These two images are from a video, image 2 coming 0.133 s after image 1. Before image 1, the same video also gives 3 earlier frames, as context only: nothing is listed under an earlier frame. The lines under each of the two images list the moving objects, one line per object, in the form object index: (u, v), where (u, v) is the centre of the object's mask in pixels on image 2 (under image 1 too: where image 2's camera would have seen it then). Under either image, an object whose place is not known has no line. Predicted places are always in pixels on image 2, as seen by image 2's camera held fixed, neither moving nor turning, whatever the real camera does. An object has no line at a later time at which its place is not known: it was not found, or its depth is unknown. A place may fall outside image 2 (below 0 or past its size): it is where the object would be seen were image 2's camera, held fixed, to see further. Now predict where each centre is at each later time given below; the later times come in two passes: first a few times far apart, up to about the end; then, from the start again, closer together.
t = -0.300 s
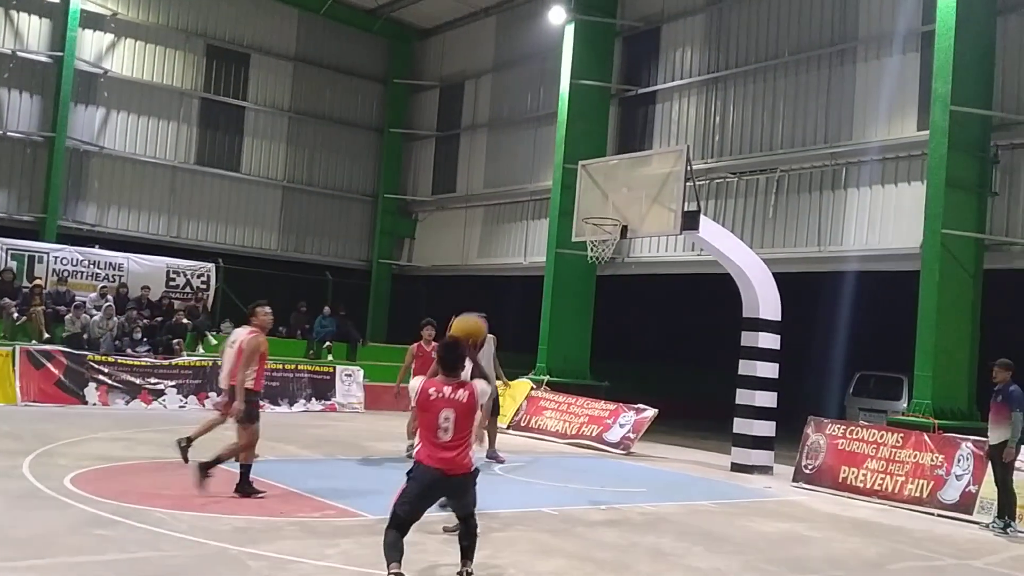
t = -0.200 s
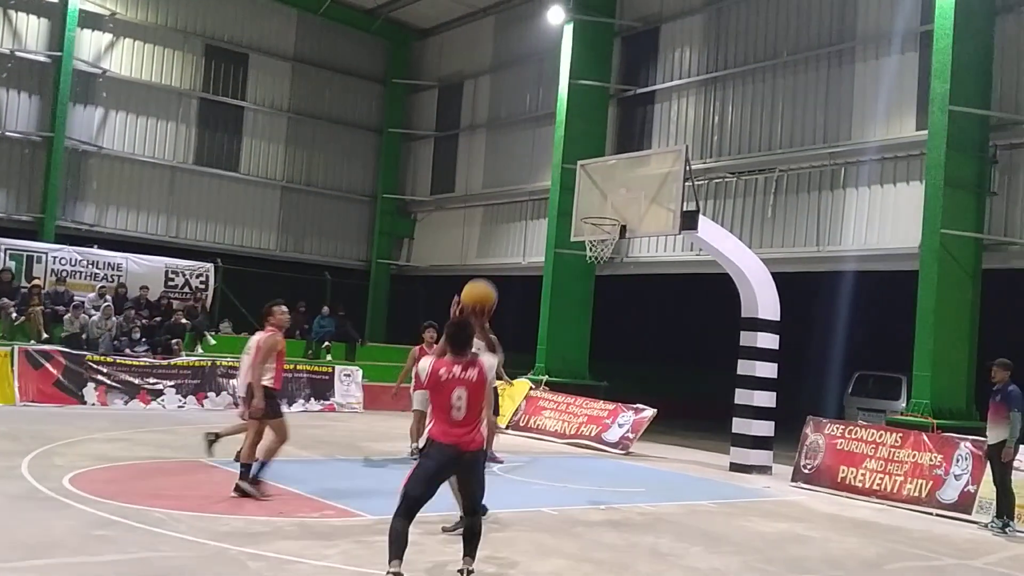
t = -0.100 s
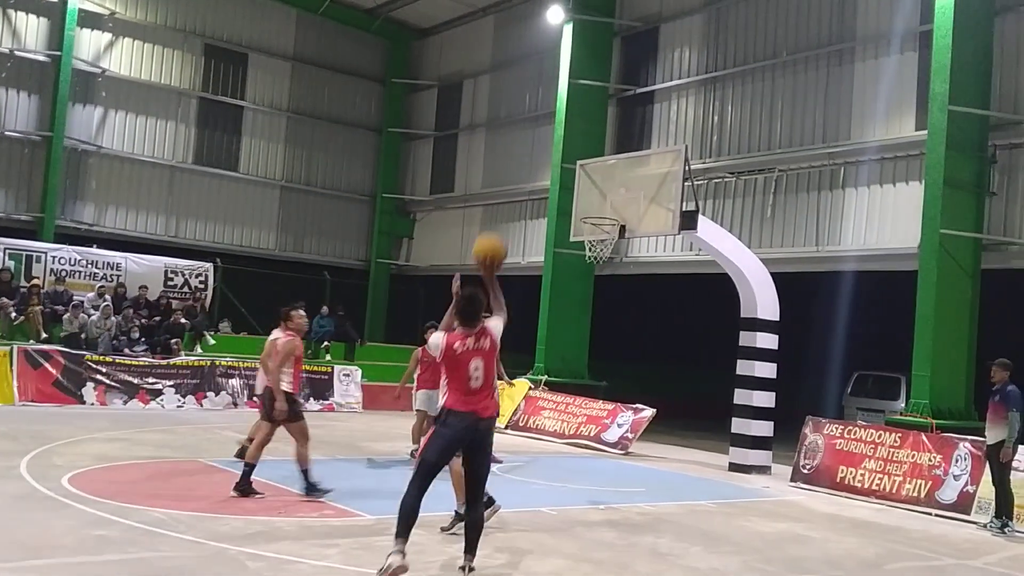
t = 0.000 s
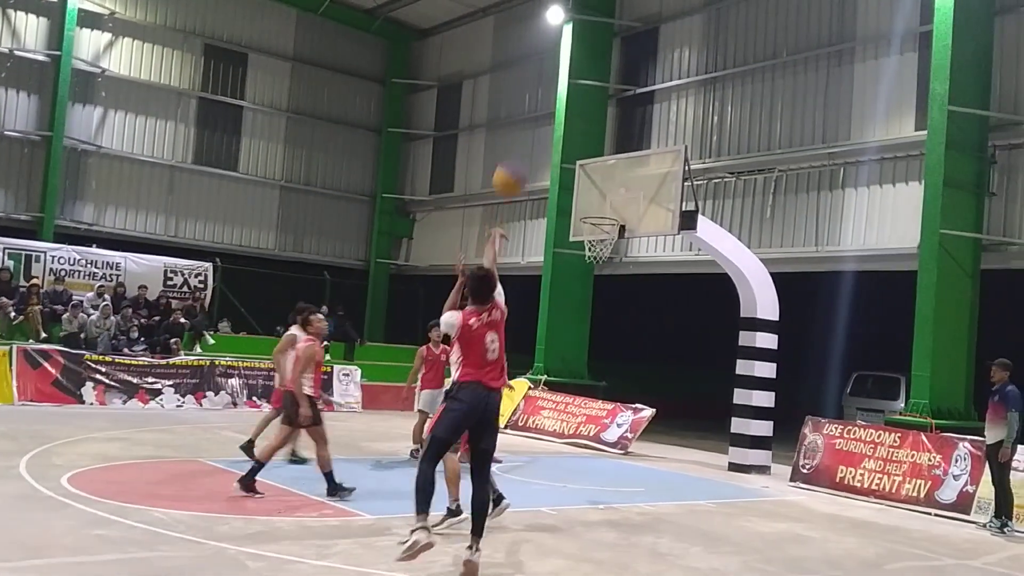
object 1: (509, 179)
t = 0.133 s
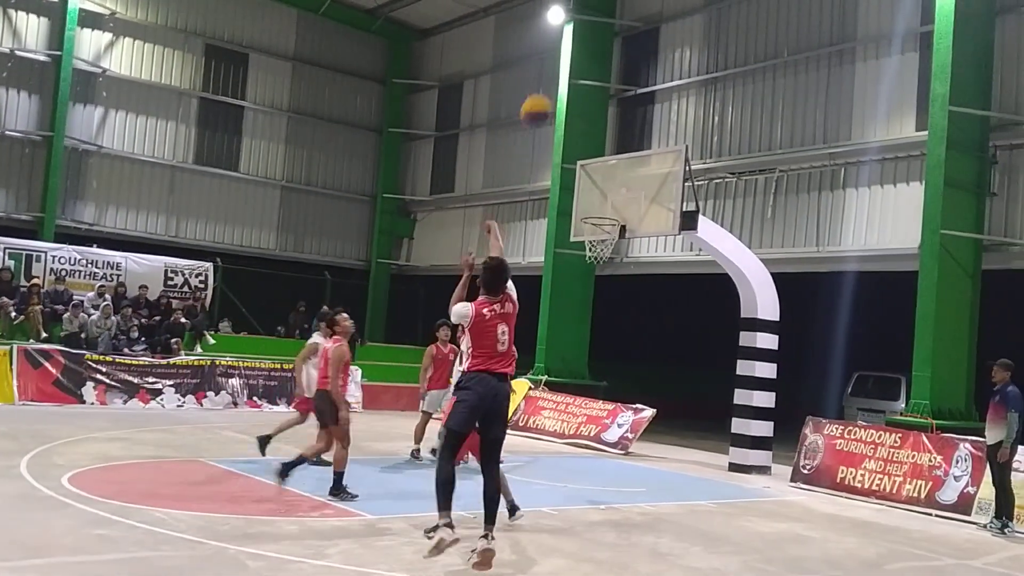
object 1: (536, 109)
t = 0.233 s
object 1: (550, 81)
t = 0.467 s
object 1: (578, 61)
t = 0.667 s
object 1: (592, 88)
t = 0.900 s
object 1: (602, 153)
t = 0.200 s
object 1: (546, 90)
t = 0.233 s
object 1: (550, 81)
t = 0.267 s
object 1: (554, 74)
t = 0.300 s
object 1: (559, 68)
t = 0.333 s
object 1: (564, 63)
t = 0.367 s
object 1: (567, 61)
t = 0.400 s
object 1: (571, 59)
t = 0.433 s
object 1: (575, 60)
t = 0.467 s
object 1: (578, 61)
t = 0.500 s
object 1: (581, 62)
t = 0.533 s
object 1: (583, 65)
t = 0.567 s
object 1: (585, 69)
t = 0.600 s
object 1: (588, 73)
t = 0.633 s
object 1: (590, 80)
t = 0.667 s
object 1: (592, 88)
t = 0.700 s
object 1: (593, 94)
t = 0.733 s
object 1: (596, 102)
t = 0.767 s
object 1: (597, 111)
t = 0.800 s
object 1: (598, 120)
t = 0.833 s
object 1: (599, 130)
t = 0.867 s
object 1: (601, 143)
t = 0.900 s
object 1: (602, 153)
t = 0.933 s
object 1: (602, 167)
